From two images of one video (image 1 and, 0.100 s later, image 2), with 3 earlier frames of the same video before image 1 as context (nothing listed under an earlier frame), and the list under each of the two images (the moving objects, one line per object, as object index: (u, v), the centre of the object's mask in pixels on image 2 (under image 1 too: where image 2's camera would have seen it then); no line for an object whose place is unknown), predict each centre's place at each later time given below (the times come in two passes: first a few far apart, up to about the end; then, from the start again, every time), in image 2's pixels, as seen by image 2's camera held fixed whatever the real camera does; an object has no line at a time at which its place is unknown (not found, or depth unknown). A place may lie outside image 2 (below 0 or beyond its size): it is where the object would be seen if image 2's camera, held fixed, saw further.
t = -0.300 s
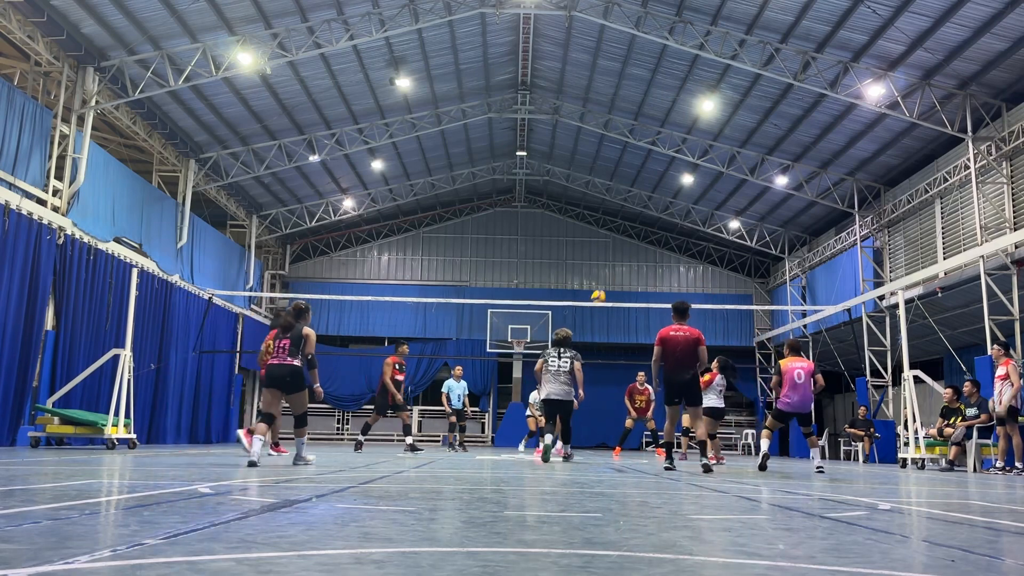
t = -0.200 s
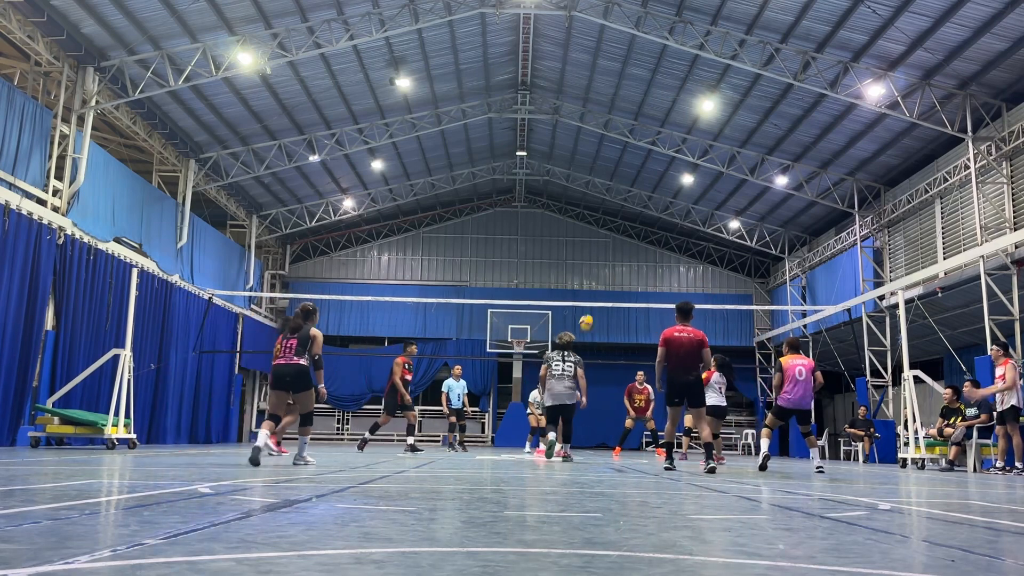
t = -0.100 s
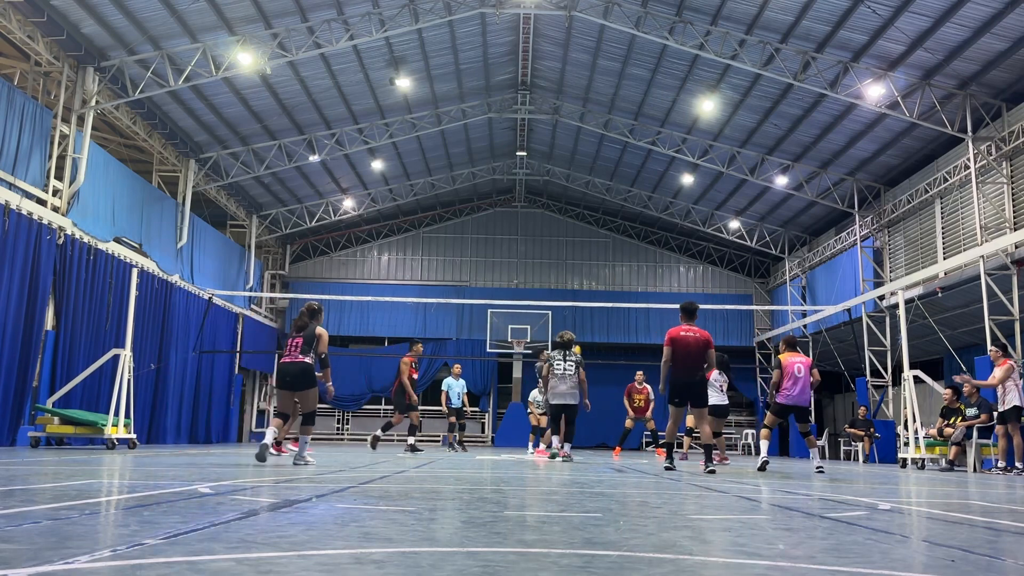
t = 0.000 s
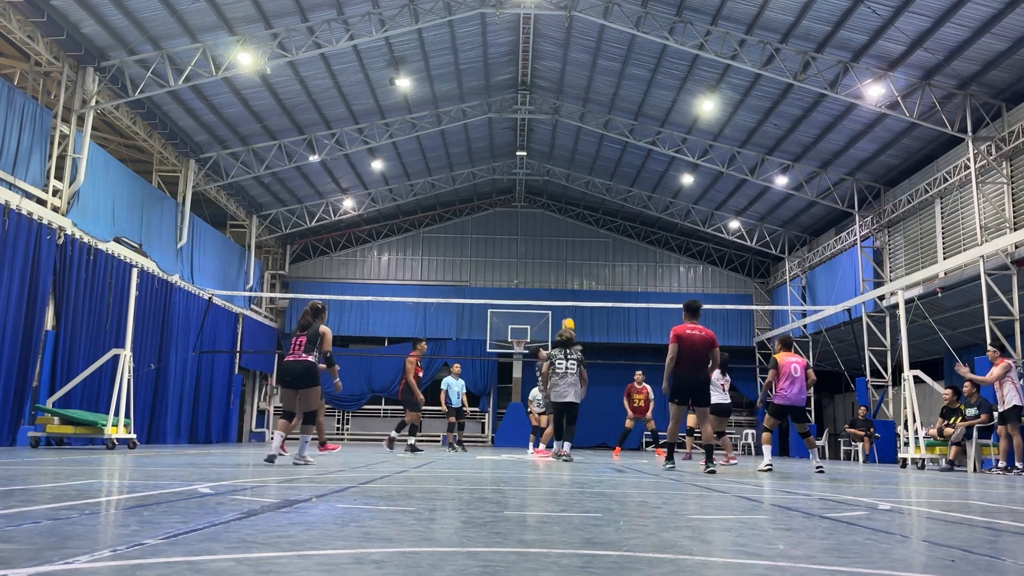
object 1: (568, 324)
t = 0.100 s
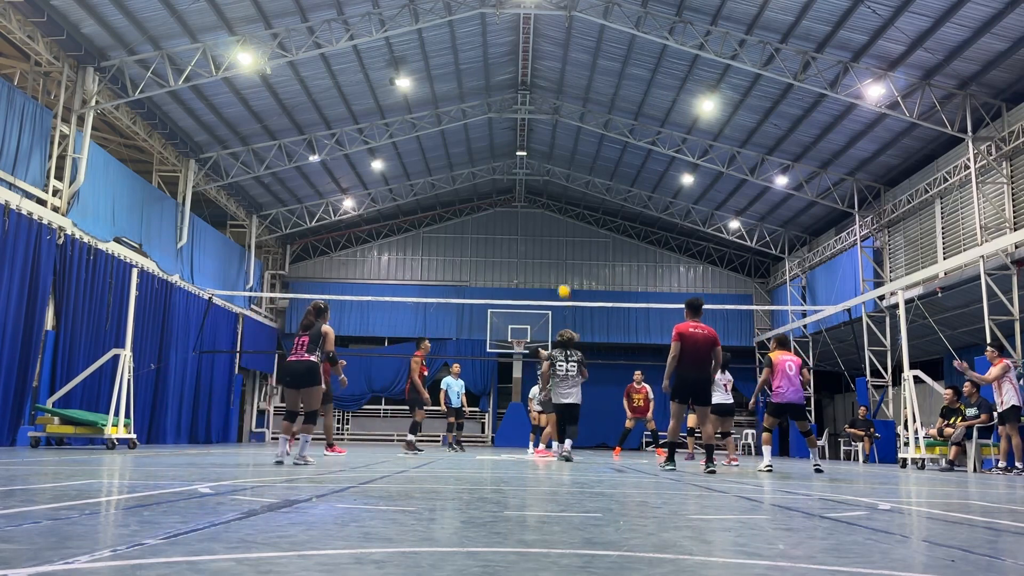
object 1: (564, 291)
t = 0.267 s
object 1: (557, 249)
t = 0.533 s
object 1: (545, 218)
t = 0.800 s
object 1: (532, 229)
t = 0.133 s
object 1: (562, 282)
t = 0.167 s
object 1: (561, 272)
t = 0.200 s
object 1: (560, 264)
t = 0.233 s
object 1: (558, 256)
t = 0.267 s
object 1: (557, 249)
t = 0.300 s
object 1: (556, 244)
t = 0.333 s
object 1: (554, 238)
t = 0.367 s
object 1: (552, 233)
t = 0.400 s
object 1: (551, 228)
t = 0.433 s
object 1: (549, 225)
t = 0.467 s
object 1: (548, 222)
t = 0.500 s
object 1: (547, 220)
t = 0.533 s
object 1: (545, 218)
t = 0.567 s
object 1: (543, 217)
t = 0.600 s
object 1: (542, 217)
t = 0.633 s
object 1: (540, 217)
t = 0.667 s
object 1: (539, 218)
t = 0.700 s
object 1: (537, 220)
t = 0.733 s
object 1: (536, 222)
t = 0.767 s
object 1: (534, 225)
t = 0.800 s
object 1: (532, 229)
